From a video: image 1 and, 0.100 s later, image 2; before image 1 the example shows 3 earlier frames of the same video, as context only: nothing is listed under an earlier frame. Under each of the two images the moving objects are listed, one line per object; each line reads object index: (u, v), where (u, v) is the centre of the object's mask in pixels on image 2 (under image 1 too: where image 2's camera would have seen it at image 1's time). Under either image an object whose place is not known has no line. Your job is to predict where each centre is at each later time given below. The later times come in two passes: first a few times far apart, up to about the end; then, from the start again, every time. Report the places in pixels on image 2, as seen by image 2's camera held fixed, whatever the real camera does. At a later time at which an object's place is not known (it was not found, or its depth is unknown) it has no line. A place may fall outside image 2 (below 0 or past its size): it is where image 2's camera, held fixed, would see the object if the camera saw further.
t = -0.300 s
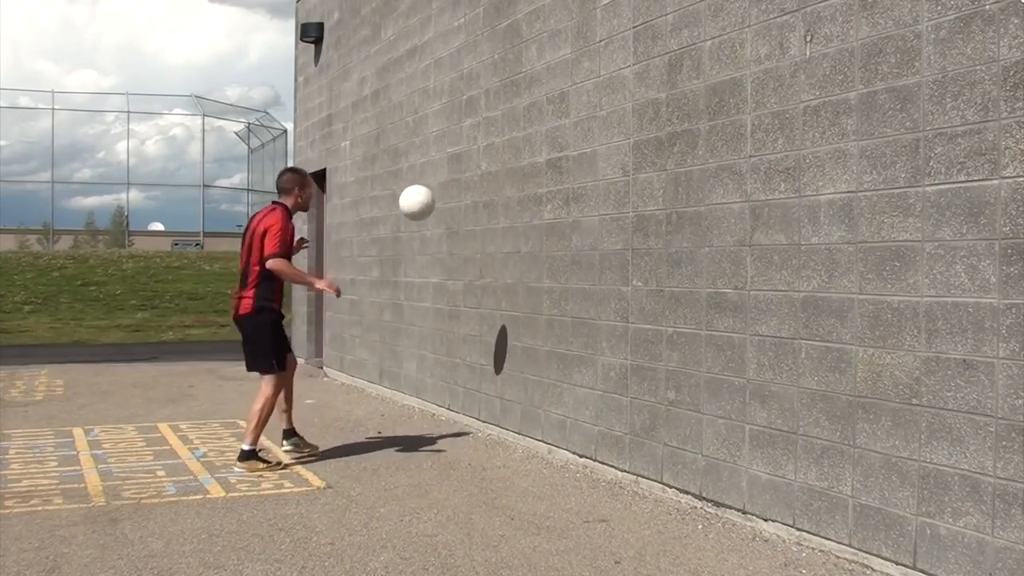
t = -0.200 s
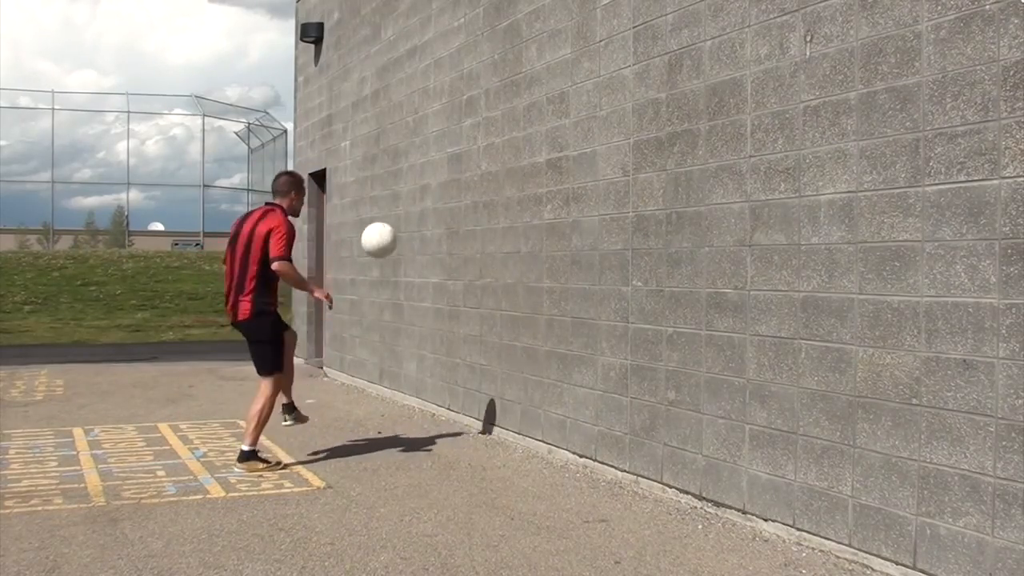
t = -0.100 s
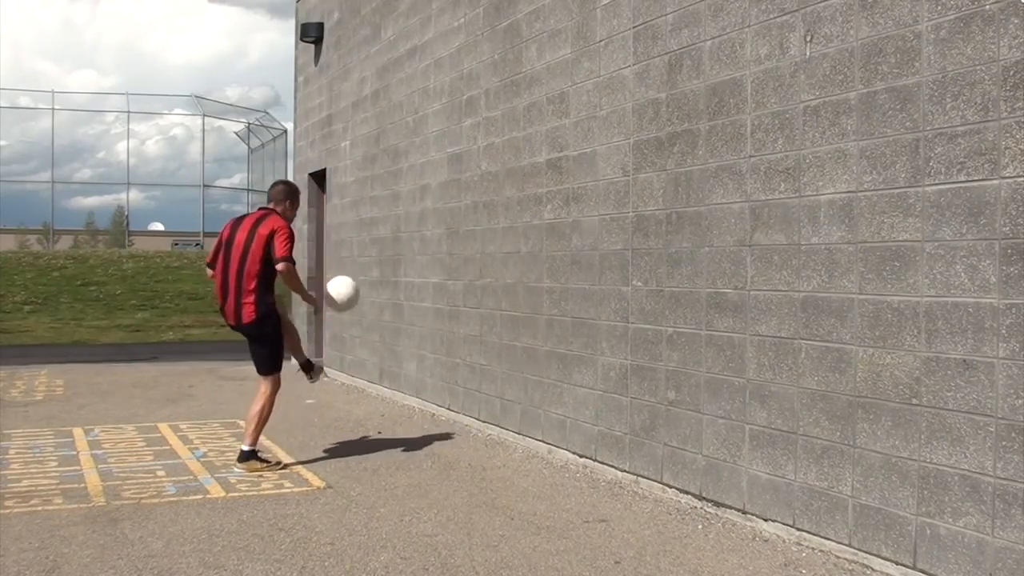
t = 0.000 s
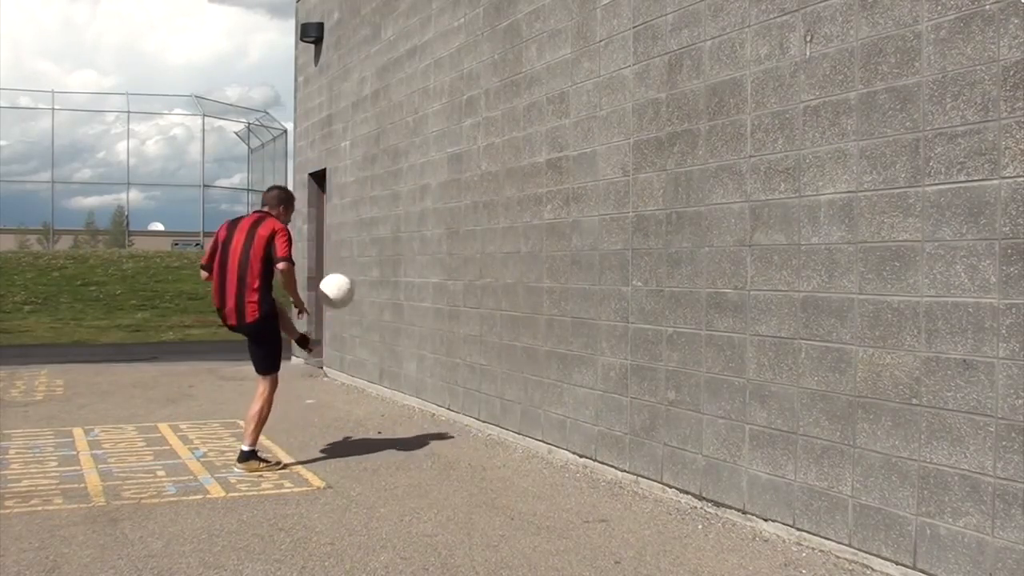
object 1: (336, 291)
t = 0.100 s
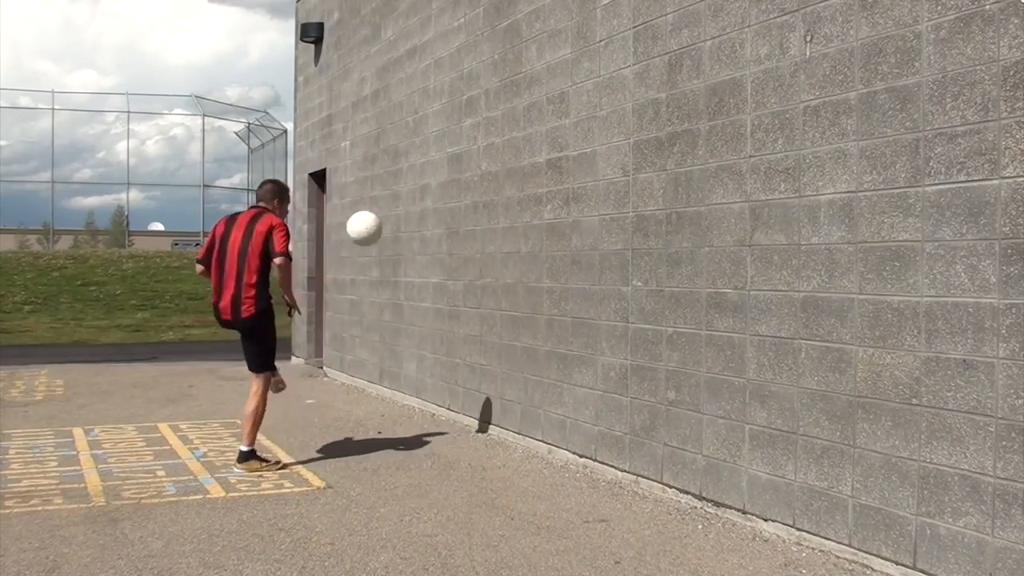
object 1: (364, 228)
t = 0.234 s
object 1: (400, 169)
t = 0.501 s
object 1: (471, 133)
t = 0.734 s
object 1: (506, 178)
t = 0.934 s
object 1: (466, 251)
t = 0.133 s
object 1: (373, 211)
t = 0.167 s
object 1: (382, 195)
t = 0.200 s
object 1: (391, 181)
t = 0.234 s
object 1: (400, 169)
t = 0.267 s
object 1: (409, 159)
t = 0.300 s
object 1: (418, 150)
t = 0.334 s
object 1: (427, 143)
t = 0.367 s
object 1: (436, 137)
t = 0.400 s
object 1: (445, 133)
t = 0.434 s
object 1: (453, 131)
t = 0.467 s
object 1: (462, 131)
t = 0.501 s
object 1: (471, 133)
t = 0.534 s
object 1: (480, 136)
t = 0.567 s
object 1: (488, 141)
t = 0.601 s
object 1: (496, 147)
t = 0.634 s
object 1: (505, 155)
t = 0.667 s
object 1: (513, 165)
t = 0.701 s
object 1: (513, 173)
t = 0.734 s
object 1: (506, 178)
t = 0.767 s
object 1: (500, 186)
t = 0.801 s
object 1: (493, 196)
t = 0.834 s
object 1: (486, 207)
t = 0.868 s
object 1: (480, 220)
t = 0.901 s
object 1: (473, 234)
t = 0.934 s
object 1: (466, 251)
